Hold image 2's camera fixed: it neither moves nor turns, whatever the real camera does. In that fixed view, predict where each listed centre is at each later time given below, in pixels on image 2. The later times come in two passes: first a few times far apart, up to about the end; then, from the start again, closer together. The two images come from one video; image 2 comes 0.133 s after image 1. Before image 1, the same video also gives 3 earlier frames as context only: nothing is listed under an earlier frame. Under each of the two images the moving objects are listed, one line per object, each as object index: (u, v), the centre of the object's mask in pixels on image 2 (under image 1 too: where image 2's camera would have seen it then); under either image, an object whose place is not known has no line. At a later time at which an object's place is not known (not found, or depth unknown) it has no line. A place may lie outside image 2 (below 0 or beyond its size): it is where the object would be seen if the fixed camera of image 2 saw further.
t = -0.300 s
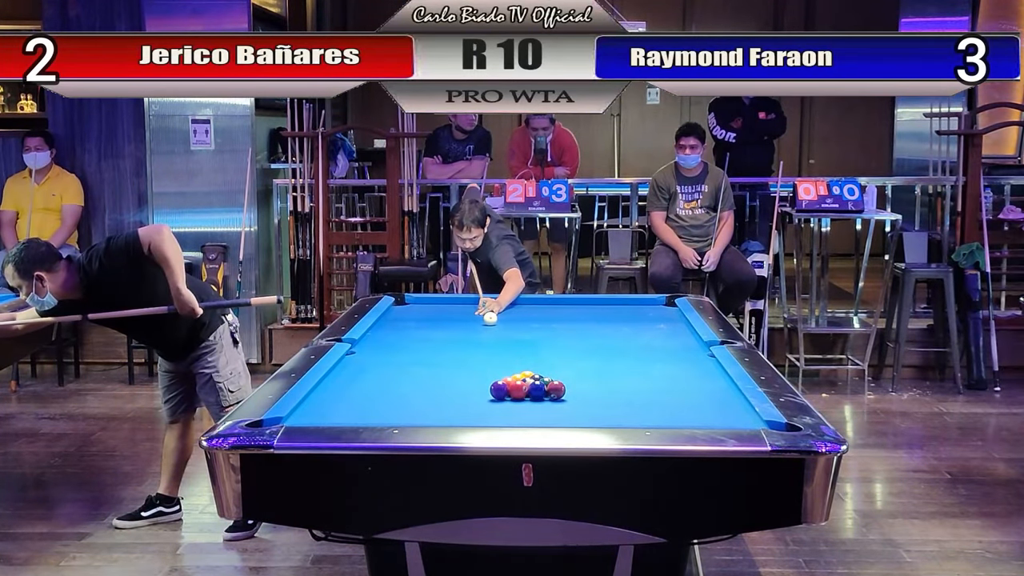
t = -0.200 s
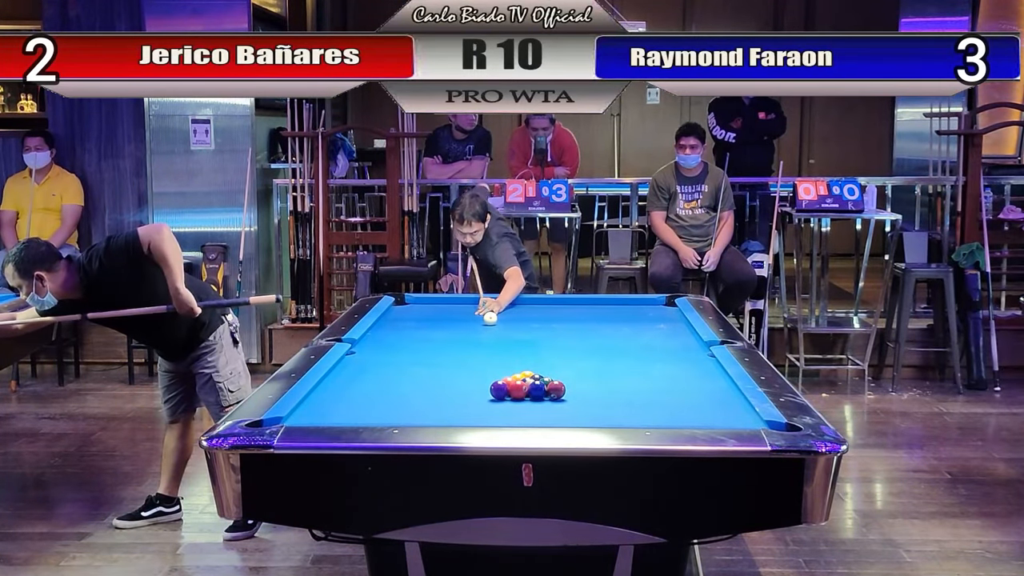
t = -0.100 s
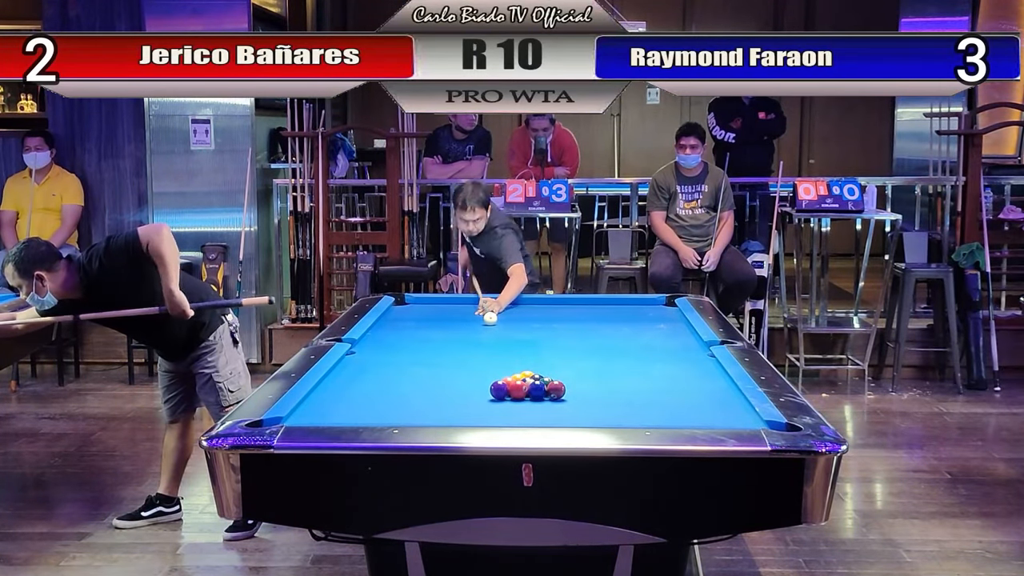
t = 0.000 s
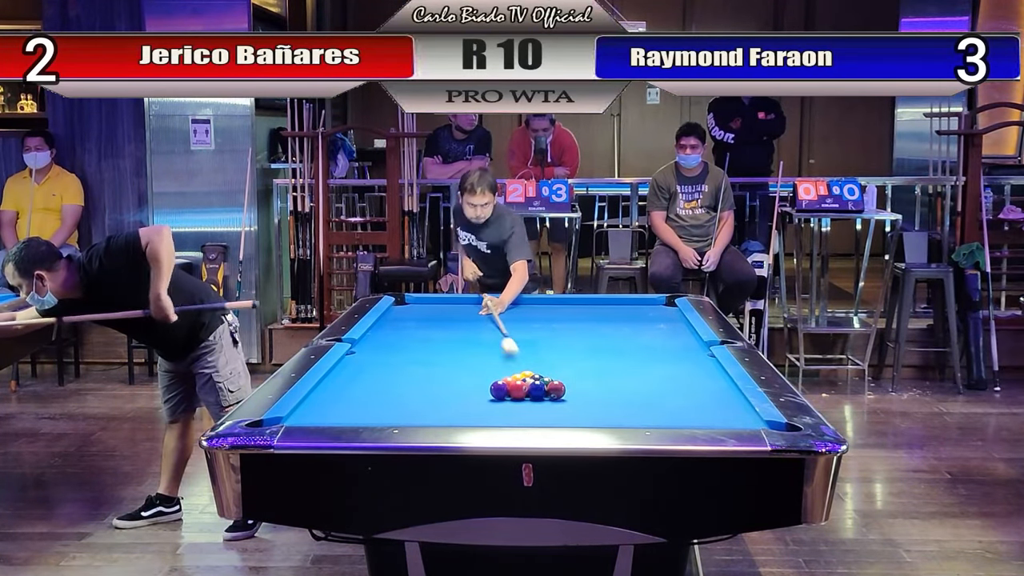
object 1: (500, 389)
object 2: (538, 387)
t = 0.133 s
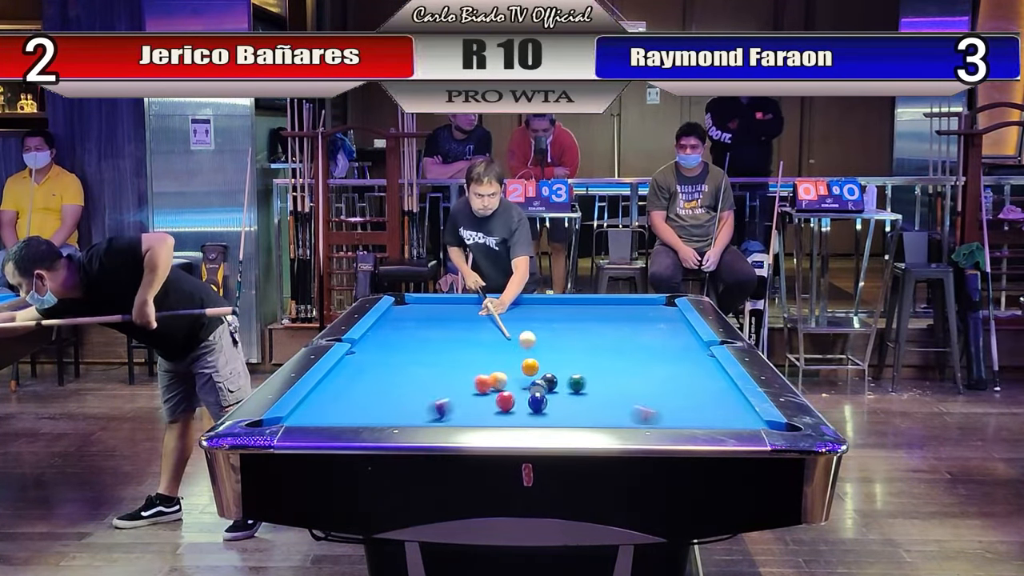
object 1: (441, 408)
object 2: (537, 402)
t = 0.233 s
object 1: (380, 416)
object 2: (538, 415)
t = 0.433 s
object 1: (343, 395)
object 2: (543, 414)
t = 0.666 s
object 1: (346, 374)
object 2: (550, 399)
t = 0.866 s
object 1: (359, 366)
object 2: (555, 387)
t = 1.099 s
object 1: (392, 355)
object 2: (561, 376)
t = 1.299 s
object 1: (418, 346)
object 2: (565, 366)
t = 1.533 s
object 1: (445, 338)
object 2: (570, 357)
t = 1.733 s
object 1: (466, 331)
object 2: (568, 349)
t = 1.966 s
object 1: (488, 324)
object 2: (558, 341)
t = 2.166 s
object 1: (506, 318)
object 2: (552, 335)
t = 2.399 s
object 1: (524, 313)
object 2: (544, 328)
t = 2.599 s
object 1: (539, 308)
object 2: (539, 323)
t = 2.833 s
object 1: (555, 303)
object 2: (533, 318)
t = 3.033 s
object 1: (568, 300)
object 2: (528, 313)
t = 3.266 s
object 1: (586, 303)
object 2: (523, 309)
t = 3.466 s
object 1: (601, 306)
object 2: (520, 305)
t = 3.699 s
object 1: (618, 309)
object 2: (515, 301)
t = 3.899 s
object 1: (633, 311)
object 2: (512, 301)
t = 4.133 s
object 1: (650, 314)
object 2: (510, 303)
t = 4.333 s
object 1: (664, 316)
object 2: (507, 304)
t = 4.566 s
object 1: (679, 318)
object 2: (504, 306)
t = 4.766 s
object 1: (674, 320)
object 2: (502, 308)
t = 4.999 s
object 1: (667, 320)
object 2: (500, 309)
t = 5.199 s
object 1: (662, 322)
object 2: (499, 310)
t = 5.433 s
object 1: (658, 324)
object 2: (495, 310)
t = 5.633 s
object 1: (654, 325)
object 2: (493, 312)
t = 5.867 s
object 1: (650, 326)
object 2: (492, 314)
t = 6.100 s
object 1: (647, 327)
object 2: (491, 316)
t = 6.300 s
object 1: (645, 328)
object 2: (490, 317)
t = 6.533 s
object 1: (642, 329)
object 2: (489, 318)
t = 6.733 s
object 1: (641, 329)
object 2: (488, 318)
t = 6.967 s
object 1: (639, 330)
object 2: (487, 319)
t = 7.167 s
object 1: (639, 331)
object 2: (487, 319)
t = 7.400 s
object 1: (639, 331)
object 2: (487, 319)
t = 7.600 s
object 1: (638, 331)
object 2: (487, 319)
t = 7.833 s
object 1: (638, 331)
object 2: (487, 319)
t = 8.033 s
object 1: (638, 331)
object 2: (487, 319)
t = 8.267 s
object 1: (638, 331)
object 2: (487, 319)
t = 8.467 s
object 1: (638, 331)
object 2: (487, 319)
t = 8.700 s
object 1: (638, 331)
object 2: (487, 319)
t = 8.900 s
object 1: (638, 331)
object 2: (487, 319)
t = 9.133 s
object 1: (638, 331)
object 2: (487, 319)
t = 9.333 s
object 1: (638, 331)
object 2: (487, 319)
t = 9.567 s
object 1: (638, 331)
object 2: (487, 319)
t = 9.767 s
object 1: (638, 331)
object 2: (487, 319)
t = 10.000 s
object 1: (638, 331)
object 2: (487, 319)
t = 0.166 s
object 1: (416, 414)
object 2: (538, 407)
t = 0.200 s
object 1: (391, 418)
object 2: (538, 412)
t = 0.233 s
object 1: (380, 416)
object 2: (538, 415)
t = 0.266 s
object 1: (373, 414)
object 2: (538, 418)
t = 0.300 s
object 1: (366, 411)
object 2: (538, 420)
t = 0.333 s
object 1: (359, 406)
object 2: (540, 418)
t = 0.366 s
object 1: (353, 403)
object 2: (541, 417)
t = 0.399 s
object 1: (348, 399)
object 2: (542, 415)
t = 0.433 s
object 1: (343, 395)
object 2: (543, 414)
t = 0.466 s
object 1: (337, 392)
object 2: (544, 412)
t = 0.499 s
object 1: (333, 388)
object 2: (545, 410)
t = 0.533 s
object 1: (328, 385)
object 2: (546, 408)
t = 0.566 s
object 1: (329, 382)
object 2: (547, 406)
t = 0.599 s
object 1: (336, 379)
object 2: (548, 403)
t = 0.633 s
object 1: (343, 377)
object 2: (549, 401)
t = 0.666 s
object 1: (346, 374)
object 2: (550, 399)
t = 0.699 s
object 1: (339, 373)
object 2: (551, 397)
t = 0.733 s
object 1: (337, 372)
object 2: (552, 395)
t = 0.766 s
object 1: (343, 370)
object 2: (553, 393)
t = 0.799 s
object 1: (349, 368)
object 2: (554, 391)
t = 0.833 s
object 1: (354, 367)
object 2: (555, 389)
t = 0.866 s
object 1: (359, 366)
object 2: (555, 387)
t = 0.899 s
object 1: (364, 364)
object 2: (556, 386)
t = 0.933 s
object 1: (369, 362)
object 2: (557, 384)
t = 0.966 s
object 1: (373, 359)
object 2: (558, 382)
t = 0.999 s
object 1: (378, 356)
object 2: (559, 381)
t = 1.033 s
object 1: (384, 355)
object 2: (560, 379)
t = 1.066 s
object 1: (388, 355)
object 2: (560, 377)
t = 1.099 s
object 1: (392, 355)
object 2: (561, 376)
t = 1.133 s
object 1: (397, 353)
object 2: (562, 374)
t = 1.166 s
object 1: (401, 352)
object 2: (562, 372)
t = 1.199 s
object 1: (405, 350)
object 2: (563, 371)
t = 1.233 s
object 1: (410, 349)
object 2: (564, 369)
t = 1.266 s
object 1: (414, 348)
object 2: (564, 368)
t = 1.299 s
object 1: (418, 346)
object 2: (565, 366)
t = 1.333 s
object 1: (422, 345)
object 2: (566, 365)
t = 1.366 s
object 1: (426, 344)
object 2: (566, 363)
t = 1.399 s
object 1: (430, 343)
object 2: (567, 362)
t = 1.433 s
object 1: (434, 341)
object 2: (568, 361)
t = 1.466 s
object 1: (437, 340)
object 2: (568, 359)
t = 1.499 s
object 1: (441, 339)
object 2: (569, 358)
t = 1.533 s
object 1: (445, 338)
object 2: (570, 357)
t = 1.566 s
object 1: (448, 337)
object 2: (570, 355)
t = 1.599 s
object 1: (452, 335)
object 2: (571, 354)
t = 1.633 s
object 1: (455, 334)
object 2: (571, 352)
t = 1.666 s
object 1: (459, 333)
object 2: (571, 352)
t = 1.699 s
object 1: (462, 332)
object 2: (569, 350)
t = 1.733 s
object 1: (466, 331)
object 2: (568, 349)
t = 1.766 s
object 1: (469, 330)
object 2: (566, 348)
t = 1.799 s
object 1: (473, 329)
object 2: (565, 347)
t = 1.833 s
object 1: (475, 328)
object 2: (564, 346)
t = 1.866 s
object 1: (479, 327)
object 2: (563, 345)
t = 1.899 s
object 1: (482, 326)
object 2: (561, 344)
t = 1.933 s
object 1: (485, 325)
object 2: (560, 343)
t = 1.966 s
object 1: (488, 324)
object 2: (558, 341)
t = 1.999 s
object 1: (491, 323)
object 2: (557, 340)
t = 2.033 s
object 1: (494, 322)
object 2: (556, 339)
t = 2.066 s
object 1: (497, 321)
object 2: (555, 338)
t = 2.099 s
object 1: (500, 320)
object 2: (554, 337)
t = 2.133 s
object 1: (503, 319)
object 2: (553, 336)
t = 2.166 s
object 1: (506, 318)
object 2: (552, 335)
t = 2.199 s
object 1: (508, 318)
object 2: (551, 334)
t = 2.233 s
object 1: (511, 317)
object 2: (549, 333)
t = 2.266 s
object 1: (514, 316)
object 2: (549, 332)
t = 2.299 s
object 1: (516, 315)
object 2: (547, 331)
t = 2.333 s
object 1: (519, 314)
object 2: (546, 330)
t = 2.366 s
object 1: (522, 313)
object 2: (545, 329)
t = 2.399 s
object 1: (524, 313)
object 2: (544, 328)
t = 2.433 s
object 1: (527, 312)
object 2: (543, 328)
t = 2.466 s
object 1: (529, 311)
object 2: (542, 327)
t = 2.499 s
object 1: (532, 310)
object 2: (542, 326)
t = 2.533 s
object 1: (534, 309)
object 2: (540, 325)
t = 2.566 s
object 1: (537, 308)
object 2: (540, 324)
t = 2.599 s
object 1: (539, 308)
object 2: (539, 323)
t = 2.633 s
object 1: (542, 307)
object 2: (538, 322)
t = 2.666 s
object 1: (544, 306)
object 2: (537, 322)
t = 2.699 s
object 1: (546, 305)
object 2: (536, 321)
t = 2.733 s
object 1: (548, 305)
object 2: (535, 320)
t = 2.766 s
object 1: (550, 304)
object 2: (535, 319)
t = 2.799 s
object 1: (553, 303)
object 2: (534, 318)
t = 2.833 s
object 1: (555, 303)
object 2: (533, 318)
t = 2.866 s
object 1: (557, 302)
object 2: (532, 317)
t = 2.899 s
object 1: (559, 301)
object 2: (531, 316)
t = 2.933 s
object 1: (561, 301)
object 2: (530, 316)
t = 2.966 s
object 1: (563, 300)
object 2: (530, 315)
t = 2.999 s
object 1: (566, 300)
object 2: (529, 314)
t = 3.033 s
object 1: (568, 300)
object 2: (528, 313)
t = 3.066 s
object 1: (570, 301)
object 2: (527, 313)
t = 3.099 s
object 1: (573, 302)
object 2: (527, 312)
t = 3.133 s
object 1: (576, 302)
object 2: (526, 311)
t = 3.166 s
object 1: (578, 302)
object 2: (525, 311)
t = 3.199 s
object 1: (581, 303)
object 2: (525, 310)
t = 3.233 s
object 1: (583, 303)
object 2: (524, 309)
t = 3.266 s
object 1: (586, 303)
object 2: (523, 309)
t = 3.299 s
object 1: (588, 304)
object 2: (523, 308)
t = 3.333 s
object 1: (591, 304)
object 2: (522, 307)
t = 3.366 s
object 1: (593, 305)
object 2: (521, 307)
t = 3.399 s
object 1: (595, 305)
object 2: (521, 306)
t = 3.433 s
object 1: (598, 305)
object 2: (520, 306)
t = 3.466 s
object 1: (601, 306)
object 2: (520, 305)
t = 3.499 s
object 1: (603, 306)
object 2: (519, 304)
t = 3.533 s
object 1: (606, 307)
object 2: (518, 304)
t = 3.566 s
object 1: (608, 307)
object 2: (518, 304)
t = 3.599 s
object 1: (611, 308)
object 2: (517, 303)
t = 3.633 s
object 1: (613, 308)
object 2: (517, 302)
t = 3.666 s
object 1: (616, 308)
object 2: (516, 301)
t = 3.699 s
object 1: (618, 309)
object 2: (515, 301)
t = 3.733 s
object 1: (620, 309)
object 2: (515, 301)
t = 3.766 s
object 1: (623, 309)
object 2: (514, 300)
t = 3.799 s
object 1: (625, 310)
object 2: (514, 300)
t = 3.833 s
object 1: (628, 310)
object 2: (513, 300)
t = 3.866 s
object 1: (630, 311)
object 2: (513, 300)
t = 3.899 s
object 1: (633, 311)
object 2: (512, 301)
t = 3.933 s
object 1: (635, 312)
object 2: (512, 301)
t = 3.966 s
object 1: (638, 312)
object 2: (511, 301)
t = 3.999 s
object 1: (640, 313)
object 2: (511, 301)
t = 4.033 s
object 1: (642, 313)
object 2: (511, 302)
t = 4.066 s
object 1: (645, 313)
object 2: (510, 302)
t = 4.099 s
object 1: (647, 313)
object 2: (510, 302)
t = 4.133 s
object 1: (650, 314)
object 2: (510, 303)
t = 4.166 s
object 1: (652, 314)
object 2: (509, 303)
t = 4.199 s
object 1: (655, 314)
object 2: (509, 303)
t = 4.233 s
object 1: (657, 315)
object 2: (508, 304)
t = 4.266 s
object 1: (659, 315)
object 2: (508, 303)
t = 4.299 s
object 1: (662, 315)
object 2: (508, 304)
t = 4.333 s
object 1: (664, 316)
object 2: (507, 304)
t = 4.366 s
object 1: (667, 316)
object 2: (507, 305)
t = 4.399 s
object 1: (669, 317)
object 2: (506, 305)
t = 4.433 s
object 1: (671, 317)
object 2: (506, 305)
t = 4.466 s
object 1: (673, 317)
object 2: (505, 306)
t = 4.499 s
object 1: (676, 318)
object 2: (505, 306)
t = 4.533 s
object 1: (678, 318)
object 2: (505, 306)
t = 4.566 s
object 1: (679, 318)
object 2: (504, 306)
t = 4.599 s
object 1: (678, 319)
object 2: (504, 307)
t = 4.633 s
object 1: (677, 319)
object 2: (504, 307)
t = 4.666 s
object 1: (676, 319)
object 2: (503, 307)
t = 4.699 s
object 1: (676, 319)
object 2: (503, 308)
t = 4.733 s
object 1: (675, 319)
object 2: (503, 308)
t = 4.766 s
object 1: (674, 320)
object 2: (502, 308)
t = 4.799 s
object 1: (673, 320)
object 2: (502, 308)
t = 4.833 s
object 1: (672, 320)
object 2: (502, 309)
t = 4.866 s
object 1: (671, 320)
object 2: (501, 309)
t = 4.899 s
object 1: (670, 320)
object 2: (501, 309)
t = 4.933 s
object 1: (669, 320)
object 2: (501, 309)
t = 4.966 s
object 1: (668, 320)
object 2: (500, 309)
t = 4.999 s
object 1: (667, 320)
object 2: (500, 309)
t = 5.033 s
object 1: (667, 320)
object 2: (500, 309)
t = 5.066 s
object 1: (666, 321)
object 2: (500, 310)
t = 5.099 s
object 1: (665, 321)
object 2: (500, 310)
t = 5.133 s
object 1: (664, 321)
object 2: (500, 310)
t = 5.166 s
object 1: (663, 322)
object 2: (500, 309)
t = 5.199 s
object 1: (662, 322)
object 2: (499, 310)
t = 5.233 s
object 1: (661, 322)
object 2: (499, 309)
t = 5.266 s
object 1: (661, 323)
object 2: (498, 309)
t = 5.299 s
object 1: (660, 323)
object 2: (498, 309)
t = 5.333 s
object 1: (660, 323)
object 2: (497, 309)
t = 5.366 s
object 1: (659, 323)
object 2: (496, 309)
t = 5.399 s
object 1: (658, 323)
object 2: (496, 310)
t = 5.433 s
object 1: (658, 324)
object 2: (495, 310)
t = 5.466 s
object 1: (657, 324)
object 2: (495, 310)
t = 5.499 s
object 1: (656, 324)
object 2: (494, 311)
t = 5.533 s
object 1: (656, 325)
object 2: (494, 311)
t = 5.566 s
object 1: (655, 325)
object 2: (493, 312)
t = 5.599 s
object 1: (655, 325)
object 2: (493, 312)
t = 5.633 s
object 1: (654, 325)
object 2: (493, 312)
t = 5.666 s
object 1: (654, 325)
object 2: (493, 313)
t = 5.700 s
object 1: (653, 325)
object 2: (493, 313)
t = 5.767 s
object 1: (652, 326)
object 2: (492, 314)
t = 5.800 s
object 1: (651, 326)
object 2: (492, 314)
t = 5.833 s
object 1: (651, 326)
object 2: (492, 314)
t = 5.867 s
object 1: (650, 326)
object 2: (492, 314)
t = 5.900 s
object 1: (650, 327)
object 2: (492, 315)
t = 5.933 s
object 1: (649, 327)
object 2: (492, 315)
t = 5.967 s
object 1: (649, 327)
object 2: (492, 315)
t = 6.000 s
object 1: (648, 327)
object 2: (491, 315)
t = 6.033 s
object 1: (648, 327)
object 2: (491, 316)
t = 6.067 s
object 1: (647, 327)
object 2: (491, 316)
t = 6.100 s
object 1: (647, 327)
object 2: (491, 316)
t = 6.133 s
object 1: (647, 328)
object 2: (491, 316)
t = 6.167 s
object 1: (646, 328)
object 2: (491, 317)
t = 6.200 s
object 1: (646, 328)
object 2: (490, 317)
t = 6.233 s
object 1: (645, 328)
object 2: (490, 317)
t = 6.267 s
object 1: (645, 328)
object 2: (490, 317)
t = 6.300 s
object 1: (645, 328)
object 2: (490, 317)
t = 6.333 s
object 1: (644, 328)
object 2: (490, 317)
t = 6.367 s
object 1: (644, 329)
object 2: (490, 317)
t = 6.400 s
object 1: (644, 329)
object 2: (489, 317)
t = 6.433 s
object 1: (643, 329)
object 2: (489, 317)
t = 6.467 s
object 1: (643, 329)
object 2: (489, 318)
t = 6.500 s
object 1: (643, 329)
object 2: (489, 318)
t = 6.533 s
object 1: (642, 329)
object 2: (489, 318)
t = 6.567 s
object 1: (642, 329)
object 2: (489, 318)
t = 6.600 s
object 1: (642, 329)
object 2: (488, 318)
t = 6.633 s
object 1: (642, 329)
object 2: (488, 318)
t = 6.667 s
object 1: (641, 329)
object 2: (488, 318)
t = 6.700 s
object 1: (641, 329)
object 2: (488, 318)
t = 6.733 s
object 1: (641, 329)
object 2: (488, 318)
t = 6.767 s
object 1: (641, 330)
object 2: (488, 318)
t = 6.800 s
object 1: (640, 330)
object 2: (488, 318)
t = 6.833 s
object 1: (640, 330)
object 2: (488, 318)
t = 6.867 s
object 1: (640, 330)
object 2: (488, 318)
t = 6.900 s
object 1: (640, 330)
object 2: (487, 319)
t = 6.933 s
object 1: (640, 330)
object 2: (487, 319)
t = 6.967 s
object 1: (639, 330)
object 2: (487, 319)
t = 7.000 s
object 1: (639, 330)
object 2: (487, 319)
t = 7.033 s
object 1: (639, 330)
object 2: (487, 319)
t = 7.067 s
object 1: (639, 330)
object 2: (487, 319)
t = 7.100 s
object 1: (639, 330)
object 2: (487, 319)
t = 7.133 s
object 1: (639, 331)
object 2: (487, 319)
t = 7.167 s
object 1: (639, 331)
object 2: (487, 319)
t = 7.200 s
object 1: (639, 331)
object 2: (487, 319)
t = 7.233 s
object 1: (639, 331)
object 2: (487, 319)
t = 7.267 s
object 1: (639, 331)
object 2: (487, 319)
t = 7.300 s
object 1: (639, 331)
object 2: (487, 319)
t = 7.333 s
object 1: (639, 331)
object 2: (487, 319)
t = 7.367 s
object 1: (639, 331)
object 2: (487, 319)
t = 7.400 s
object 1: (639, 331)
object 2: (487, 319)
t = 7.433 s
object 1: (638, 331)
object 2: (487, 319)
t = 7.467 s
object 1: (638, 331)
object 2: (487, 319)
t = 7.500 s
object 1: (638, 331)
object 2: (487, 319)
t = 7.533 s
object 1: (638, 331)
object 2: (487, 319)
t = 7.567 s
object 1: (638, 331)
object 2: (487, 319)
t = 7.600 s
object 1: (638, 331)
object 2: (487, 319)
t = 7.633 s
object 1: (638, 331)
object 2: (487, 319)
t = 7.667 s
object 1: (638, 331)
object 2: (487, 319)
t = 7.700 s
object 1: (638, 331)
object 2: (487, 319)
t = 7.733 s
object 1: (638, 331)
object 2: (487, 319)
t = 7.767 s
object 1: (638, 331)
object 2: (487, 319)
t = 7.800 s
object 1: (638, 331)
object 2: (487, 319)
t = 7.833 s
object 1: (638, 331)
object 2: (487, 319)
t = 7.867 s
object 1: (638, 331)
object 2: (487, 319)
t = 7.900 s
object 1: (638, 331)
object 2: (487, 319)
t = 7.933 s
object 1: (638, 331)
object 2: (487, 319)
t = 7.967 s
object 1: (638, 331)
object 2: (487, 319)
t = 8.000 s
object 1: (638, 331)
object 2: (487, 319)
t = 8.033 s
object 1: (638, 331)
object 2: (487, 319)
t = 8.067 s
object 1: (638, 331)
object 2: (487, 319)
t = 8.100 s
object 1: (638, 331)
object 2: (487, 319)
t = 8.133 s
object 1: (638, 331)
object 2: (487, 319)
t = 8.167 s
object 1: (638, 331)
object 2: (487, 319)
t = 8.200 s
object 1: (638, 331)
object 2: (487, 319)
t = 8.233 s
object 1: (638, 331)
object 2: (487, 319)
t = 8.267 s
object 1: (638, 331)
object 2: (487, 319)
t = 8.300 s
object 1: (638, 331)
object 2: (487, 319)
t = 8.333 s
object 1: (638, 331)
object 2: (487, 319)
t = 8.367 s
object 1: (638, 331)
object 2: (487, 319)
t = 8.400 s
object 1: (638, 331)
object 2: (487, 319)
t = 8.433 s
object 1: (638, 331)
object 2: (487, 319)
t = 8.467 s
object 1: (638, 331)
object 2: (487, 319)
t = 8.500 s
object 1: (638, 331)
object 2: (487, 319)
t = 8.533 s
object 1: (638, 331)
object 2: (487, 319)
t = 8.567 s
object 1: (638, 331)
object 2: (487, 319)
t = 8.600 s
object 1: (638, 331)
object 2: (487, 319)
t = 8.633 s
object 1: (638, 331)
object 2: (487, 319)
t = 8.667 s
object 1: (638, 331)
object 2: (487, 319)
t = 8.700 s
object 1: (638, 331)
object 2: (487, 319)
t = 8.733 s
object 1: (638, 331)
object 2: (487, 319)
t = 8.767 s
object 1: (638, 331)
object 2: (487, 319)
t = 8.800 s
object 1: (638, 331)
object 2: (487, 319)
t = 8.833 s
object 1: (638, 331)
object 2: (487, 319)
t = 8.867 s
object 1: (638, 331)
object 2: (487, 319)
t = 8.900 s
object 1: (638, 331)
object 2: (487, 319)
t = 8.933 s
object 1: (638, 331)
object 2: (487, 319)
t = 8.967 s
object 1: (638, 331)
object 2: (487, 319)
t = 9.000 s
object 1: (638, 331)
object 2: (487, 319)
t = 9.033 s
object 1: (638, 331)
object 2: (487, 319)
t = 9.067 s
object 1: (638, 331)
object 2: (487, 319)
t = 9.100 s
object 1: (638, 331)
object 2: (487, 319)
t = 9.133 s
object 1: (638, 331)
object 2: (487, 319)
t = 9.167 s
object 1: (638, 331)
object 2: (487, 319)
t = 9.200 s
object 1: (638, 331)
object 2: (487, 319)
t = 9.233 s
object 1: (638, 331)
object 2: (487, 319)
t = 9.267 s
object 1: (638, 331)
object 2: (487, 319)
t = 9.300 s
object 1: (638, 331)
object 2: (487, 319)
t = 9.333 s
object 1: (638, 331)
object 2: (487, 319)
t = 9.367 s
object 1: (638, 331)
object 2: (487, 319)
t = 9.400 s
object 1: (638, 331)
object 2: (487, 319)
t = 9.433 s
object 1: (638, 331)
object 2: (487, 319)
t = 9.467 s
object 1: (638, 331)
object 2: (487, 319)
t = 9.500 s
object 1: (638, 331)
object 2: (487, 319)
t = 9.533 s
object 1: (638, 331)
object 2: (487, 319)
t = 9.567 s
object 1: (638, 331)
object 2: (487, 319)
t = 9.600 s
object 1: (638, 331)
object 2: (487, 319)
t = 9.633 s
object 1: (638, 331)
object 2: (487, 319)
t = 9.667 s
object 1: (638, 331)
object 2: (487, 319)
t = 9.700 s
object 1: (638, 331)
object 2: (487, 319)
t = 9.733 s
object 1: (638, 331)
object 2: (487, 319)
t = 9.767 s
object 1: (638, 331)
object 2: (487, 319)
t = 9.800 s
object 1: (638, 331)
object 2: (487, 319)
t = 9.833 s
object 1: (638, 331)
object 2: (487, 319)
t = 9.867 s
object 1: (638, 331)
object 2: (487, 319)
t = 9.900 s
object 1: (638, 331)
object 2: (487, 319)
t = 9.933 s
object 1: (638, 331)
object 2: (487, 319)
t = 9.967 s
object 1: (638, 331)
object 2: (487, 319)
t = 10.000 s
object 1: (638, 331)
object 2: (487, 319)
